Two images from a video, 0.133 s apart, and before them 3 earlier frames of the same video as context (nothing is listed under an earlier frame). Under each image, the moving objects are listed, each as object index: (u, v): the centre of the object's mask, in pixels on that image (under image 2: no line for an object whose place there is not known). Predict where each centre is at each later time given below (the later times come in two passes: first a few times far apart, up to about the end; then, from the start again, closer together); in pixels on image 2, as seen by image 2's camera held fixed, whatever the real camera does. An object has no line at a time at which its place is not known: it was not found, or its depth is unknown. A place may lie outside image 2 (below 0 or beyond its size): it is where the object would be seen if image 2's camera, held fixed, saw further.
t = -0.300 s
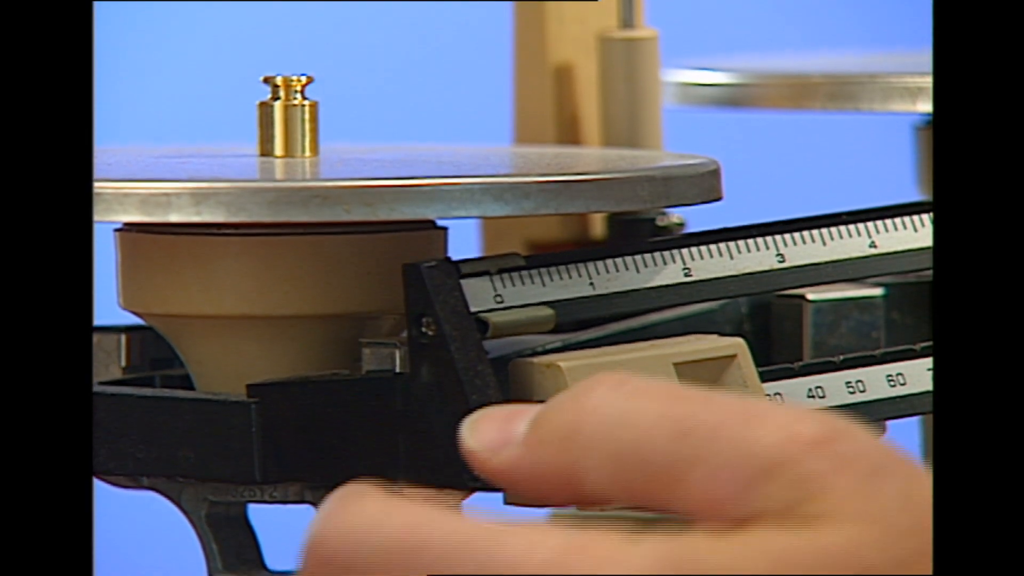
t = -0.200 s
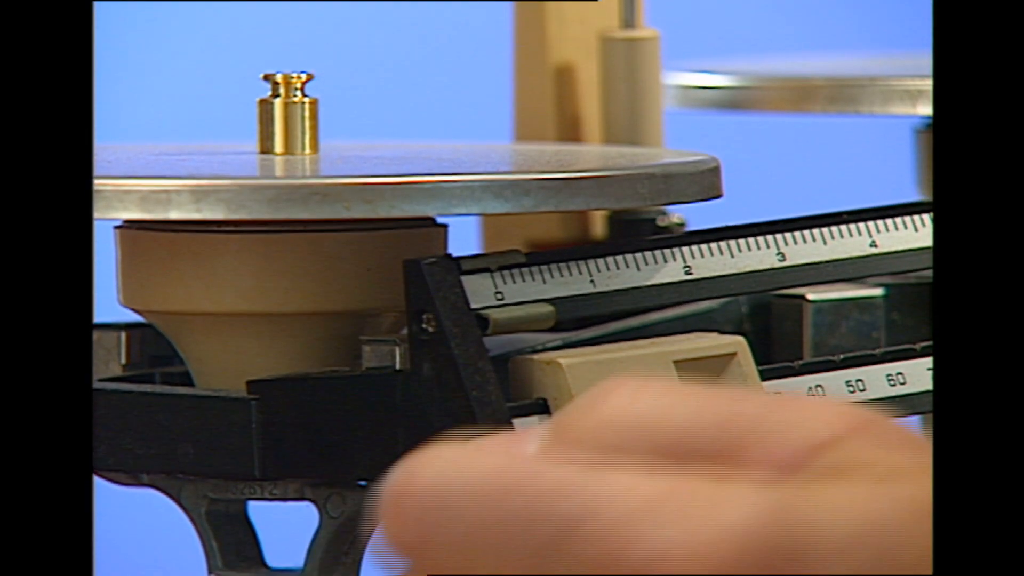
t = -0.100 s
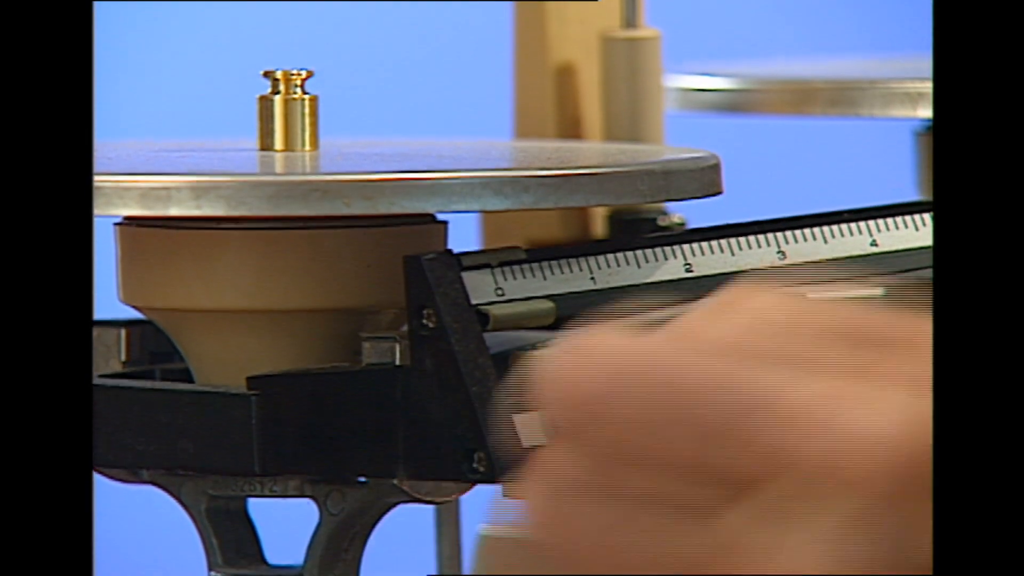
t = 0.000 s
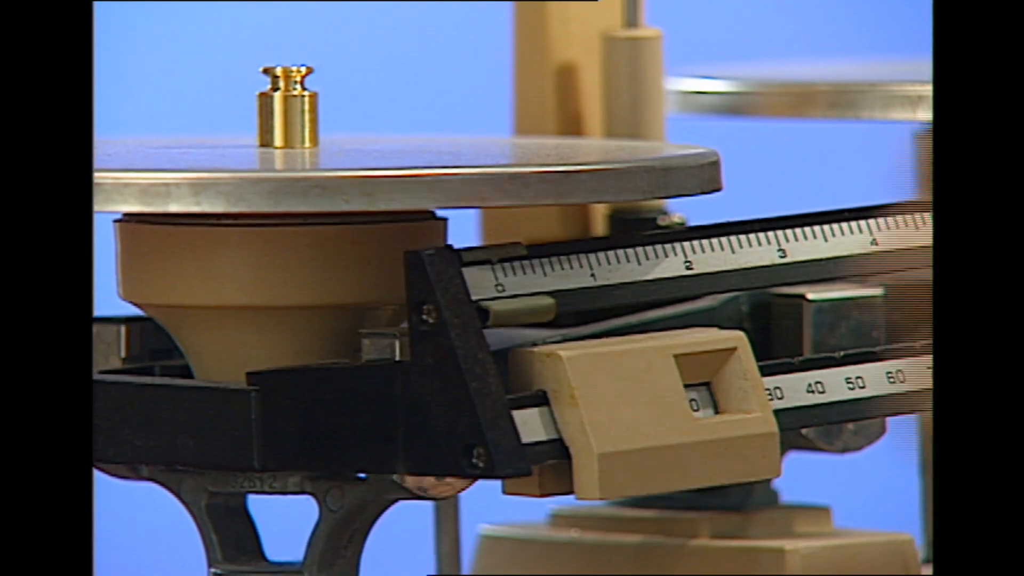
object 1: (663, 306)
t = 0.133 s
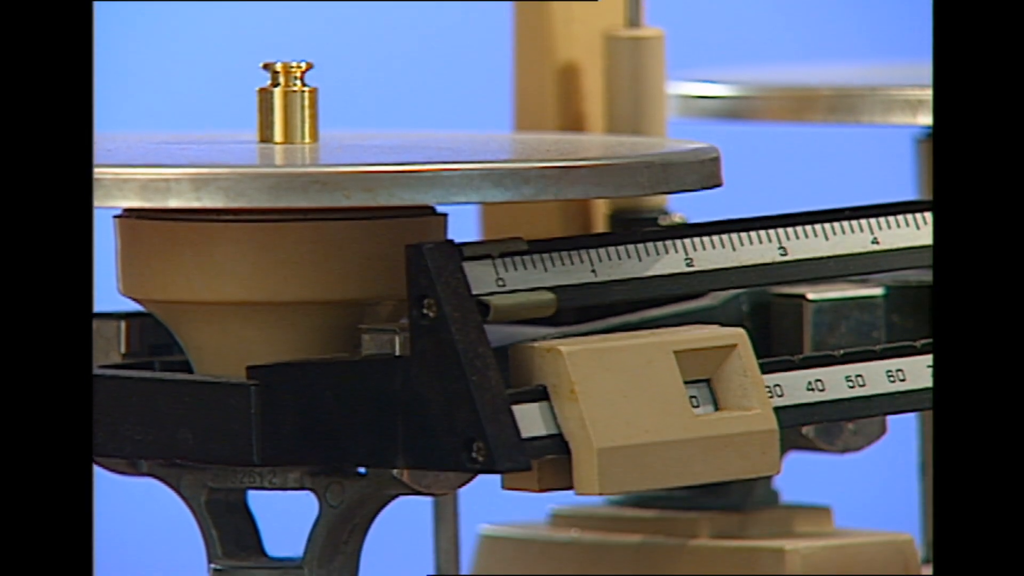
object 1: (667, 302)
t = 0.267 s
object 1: (667, 301)
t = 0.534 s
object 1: (668, 299)
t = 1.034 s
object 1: (672, 300)
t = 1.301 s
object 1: (672, 302)
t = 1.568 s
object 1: (672, 303)
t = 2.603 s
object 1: (674, 303)
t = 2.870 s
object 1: (672, 302)
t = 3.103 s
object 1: (672, 300)
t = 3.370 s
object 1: (668, 300)
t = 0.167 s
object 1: (667, 302)
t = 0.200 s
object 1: (669, 301)
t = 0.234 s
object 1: (667, 301)
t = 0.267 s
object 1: (667, 301)
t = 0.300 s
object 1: (667, 301)
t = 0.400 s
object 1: (668, 300)
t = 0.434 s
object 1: (668, 299)
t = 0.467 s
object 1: (668, 299)
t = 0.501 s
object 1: (667, 299)
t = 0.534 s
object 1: (668, 299)
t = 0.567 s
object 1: (669, 298)
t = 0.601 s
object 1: (668, 298)
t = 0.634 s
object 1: (668, 298)
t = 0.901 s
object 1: (669, 299)
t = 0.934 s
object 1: (670, 300)
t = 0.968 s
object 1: (668, 300)
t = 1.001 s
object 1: (671, 300)
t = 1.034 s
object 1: (672, 300)
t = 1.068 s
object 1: (672, 300)
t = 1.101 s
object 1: (671, 301)
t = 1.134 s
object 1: (672, 300)
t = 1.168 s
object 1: (672, 301)
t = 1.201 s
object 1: (672, 301)
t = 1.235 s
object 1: (672, 302)
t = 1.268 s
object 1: (672, 302)
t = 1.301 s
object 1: (672, 302)
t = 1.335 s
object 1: (673, 302)
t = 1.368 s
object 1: (673, 302)
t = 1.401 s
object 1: (673, 303)
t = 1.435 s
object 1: (673, 303)
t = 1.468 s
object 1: (673, 303)
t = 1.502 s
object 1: (674, 303)
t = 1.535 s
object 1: (673, 303)
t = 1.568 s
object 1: (672, 303)
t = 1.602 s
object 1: (672, 303)
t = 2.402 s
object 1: (675, 303)
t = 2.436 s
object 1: (674, 303)
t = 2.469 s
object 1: (675, 304)
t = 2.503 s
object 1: (679, 305)
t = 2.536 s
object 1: (676, 303)
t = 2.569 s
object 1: (673, 304)
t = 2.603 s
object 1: (674, 303)
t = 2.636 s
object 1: (673, 303)
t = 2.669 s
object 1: (674, 303)
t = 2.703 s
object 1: (673, 303)
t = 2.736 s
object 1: (673, 302)
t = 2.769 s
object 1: (672, 302)
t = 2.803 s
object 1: (672, 302)
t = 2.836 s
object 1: (672, 302)
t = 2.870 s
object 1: (672, 302)
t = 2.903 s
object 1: (672, 301)
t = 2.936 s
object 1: (671, 301)
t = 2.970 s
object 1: (671, 301)
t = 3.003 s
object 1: (670, 301)
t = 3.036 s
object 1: (670, 301)
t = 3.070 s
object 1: (672, 300)
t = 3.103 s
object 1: (672, 300)
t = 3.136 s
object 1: (673, 300)
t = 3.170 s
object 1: (673, 300)
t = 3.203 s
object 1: (671, 299)
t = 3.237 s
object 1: (670, 300)
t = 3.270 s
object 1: (671, 300)
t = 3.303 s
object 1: (669, 300)
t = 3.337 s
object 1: (670, 300)
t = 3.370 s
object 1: (668, 300)
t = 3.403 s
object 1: (671, 299)
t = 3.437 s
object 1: (670, 299)
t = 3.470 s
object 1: (669, 299)
